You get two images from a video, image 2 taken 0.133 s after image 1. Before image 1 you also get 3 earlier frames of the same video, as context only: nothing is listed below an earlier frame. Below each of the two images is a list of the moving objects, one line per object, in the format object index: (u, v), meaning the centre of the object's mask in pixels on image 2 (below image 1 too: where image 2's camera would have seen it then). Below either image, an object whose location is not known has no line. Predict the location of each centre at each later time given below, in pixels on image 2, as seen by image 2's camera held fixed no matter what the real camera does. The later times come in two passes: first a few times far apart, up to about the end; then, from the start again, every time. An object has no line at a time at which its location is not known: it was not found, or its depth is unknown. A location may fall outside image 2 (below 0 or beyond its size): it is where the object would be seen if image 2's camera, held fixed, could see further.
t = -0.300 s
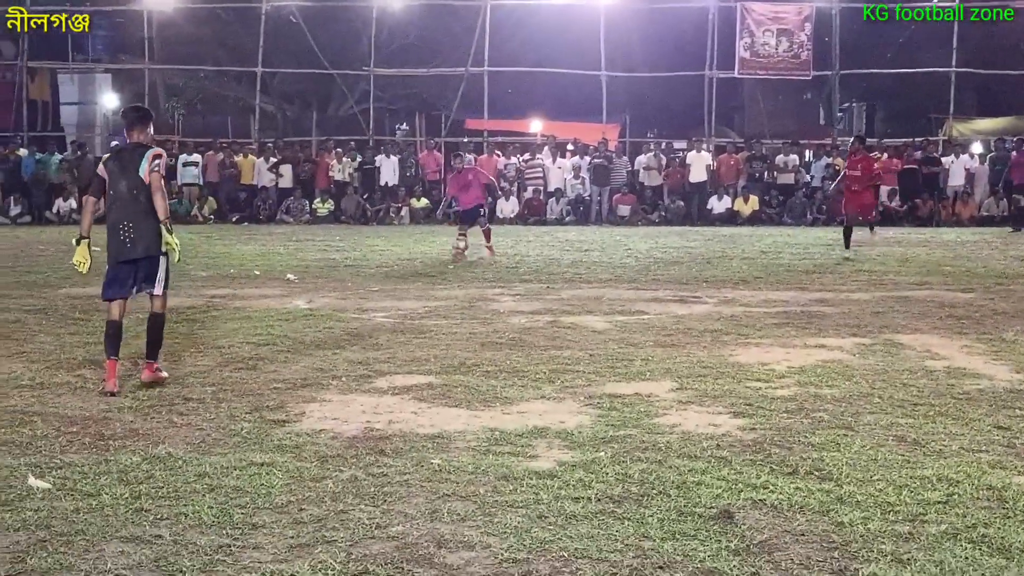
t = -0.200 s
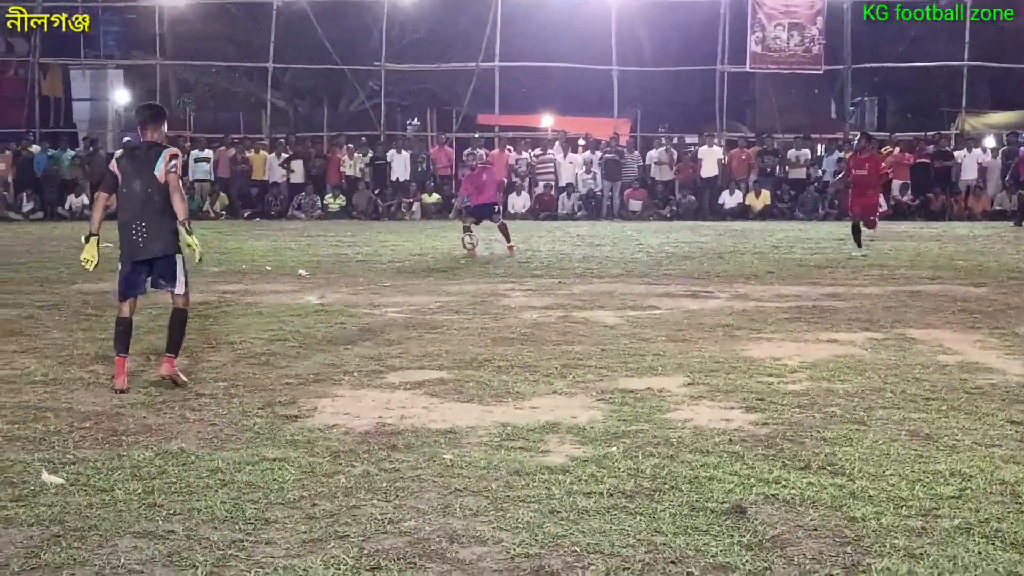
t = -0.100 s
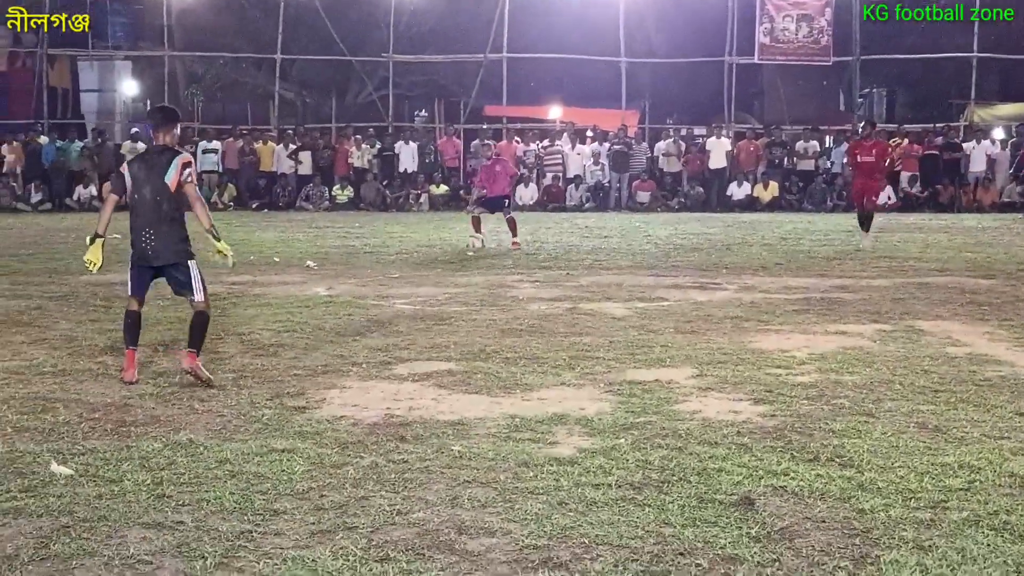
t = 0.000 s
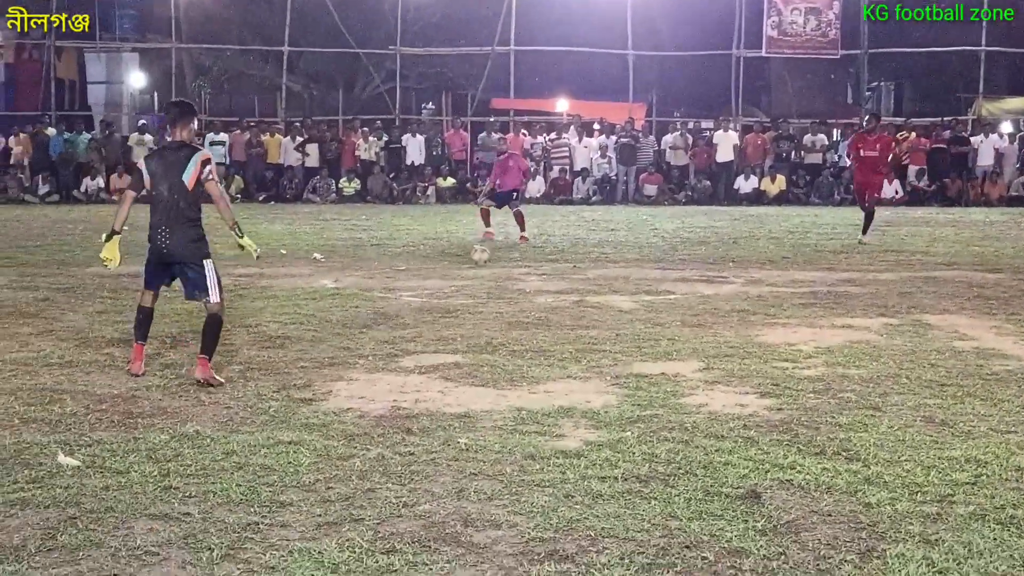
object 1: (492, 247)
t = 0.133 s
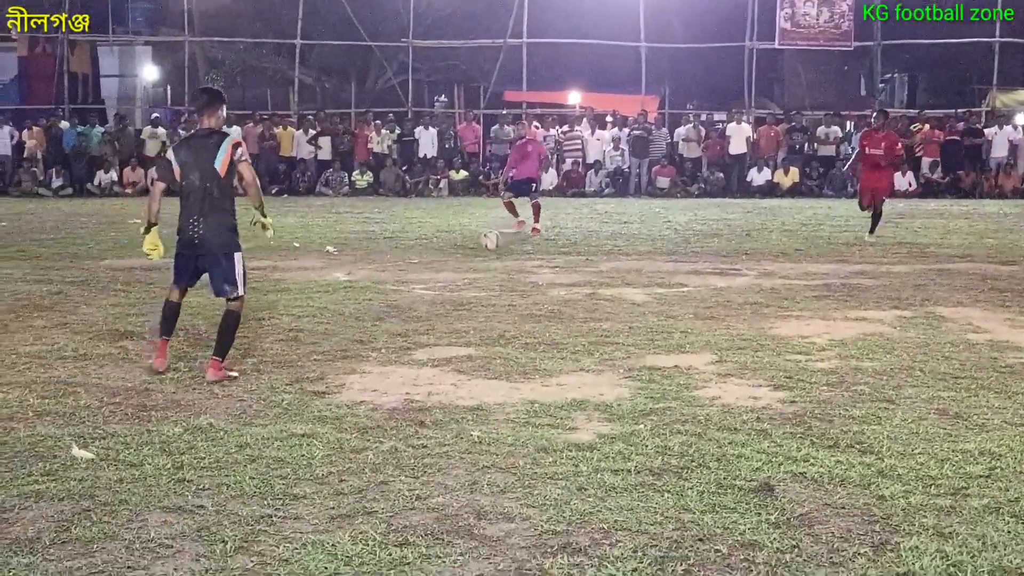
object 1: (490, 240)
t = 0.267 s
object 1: (489, 250)
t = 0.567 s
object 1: (482, 281)
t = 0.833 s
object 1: (474, 295)
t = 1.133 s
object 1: (474, 332)
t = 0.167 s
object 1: (491, 241)
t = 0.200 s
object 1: (490, 242)
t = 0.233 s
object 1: (489, 245)
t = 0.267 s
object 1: (489, 250)
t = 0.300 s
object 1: (489, 255)
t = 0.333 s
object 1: (489, 261)
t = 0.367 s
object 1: (488, 268)
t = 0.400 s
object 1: (487, 266)
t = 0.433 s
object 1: (486, 265)
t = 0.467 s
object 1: (485, 268)
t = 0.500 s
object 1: (483, 269)
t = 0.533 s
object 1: (481, 273)
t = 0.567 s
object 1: (482, 281)
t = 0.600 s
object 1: (481, 283)
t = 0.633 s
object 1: (479, 284)
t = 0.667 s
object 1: (479, 286)
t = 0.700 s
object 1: (478, 288)
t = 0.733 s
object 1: (476, 294)
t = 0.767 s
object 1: (476, 295)
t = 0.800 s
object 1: (476, 294)
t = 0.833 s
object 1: (474, 295)
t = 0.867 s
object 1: (474, 296)
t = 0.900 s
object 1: (474, 299)
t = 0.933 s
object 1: (473, 303)
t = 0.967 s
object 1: (474, 310)
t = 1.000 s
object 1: (473, 318)
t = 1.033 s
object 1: (474, 319)
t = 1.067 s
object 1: (474, 322)
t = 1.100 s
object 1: (474, 328)
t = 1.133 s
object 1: (474, 332)
